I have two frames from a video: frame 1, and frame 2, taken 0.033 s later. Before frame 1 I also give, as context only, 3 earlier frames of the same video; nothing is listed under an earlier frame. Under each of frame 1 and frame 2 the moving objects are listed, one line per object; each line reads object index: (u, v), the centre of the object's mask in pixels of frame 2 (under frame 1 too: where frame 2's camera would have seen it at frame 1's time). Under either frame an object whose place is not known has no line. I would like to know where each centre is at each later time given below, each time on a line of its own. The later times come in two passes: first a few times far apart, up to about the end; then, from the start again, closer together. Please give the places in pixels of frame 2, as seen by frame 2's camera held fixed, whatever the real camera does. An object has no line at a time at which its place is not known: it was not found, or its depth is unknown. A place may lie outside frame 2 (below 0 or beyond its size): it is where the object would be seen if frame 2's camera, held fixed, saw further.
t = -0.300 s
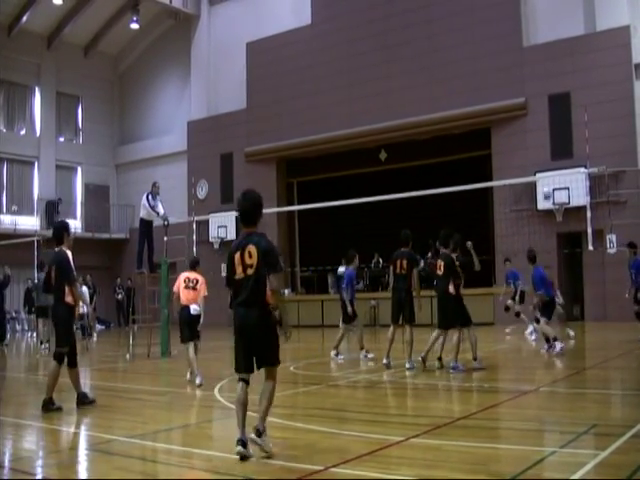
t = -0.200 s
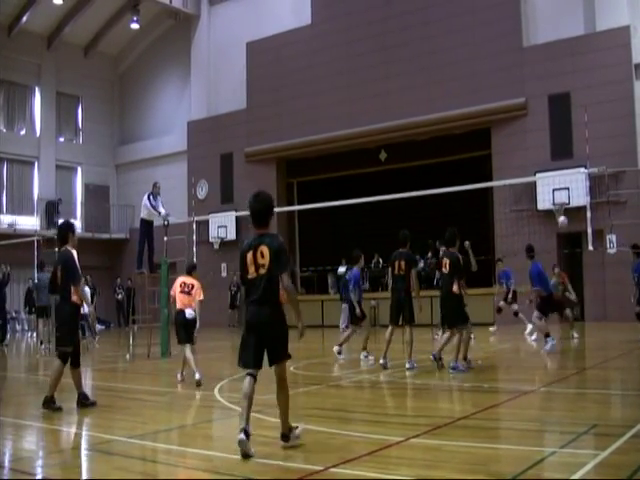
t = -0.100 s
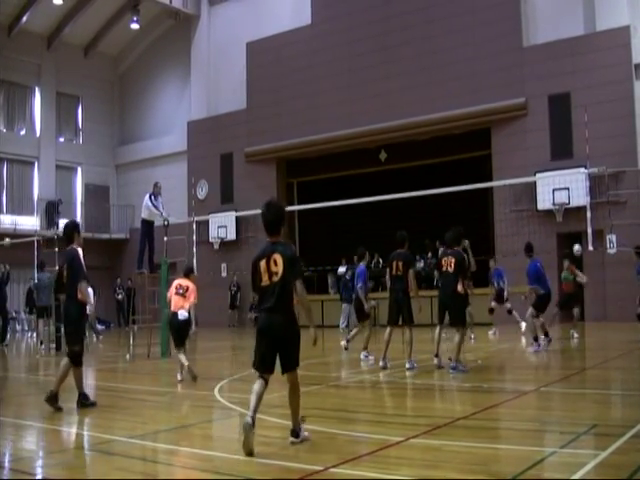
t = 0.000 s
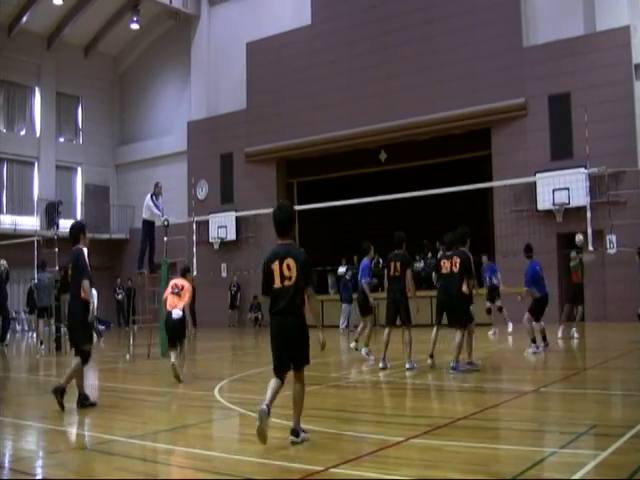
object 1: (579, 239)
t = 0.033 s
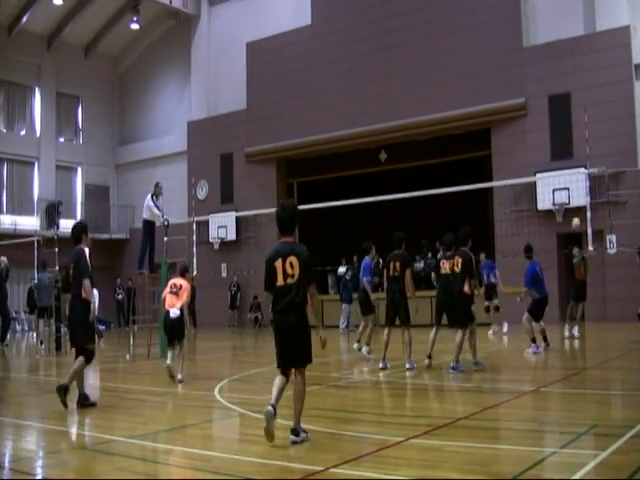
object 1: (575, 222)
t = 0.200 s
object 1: (559, 158)
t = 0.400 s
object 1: (539, 99)
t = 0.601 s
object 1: (519, 62)
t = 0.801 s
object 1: (501, 46)
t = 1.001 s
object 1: (483, 51)
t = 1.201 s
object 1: (467, 77)
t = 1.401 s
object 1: (452, 122)
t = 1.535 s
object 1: (443, 165)
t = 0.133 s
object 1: (566, 182)
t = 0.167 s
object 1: (562, 168)
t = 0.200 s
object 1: (559, 158)
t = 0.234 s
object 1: (555, 147)
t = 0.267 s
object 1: (552, 136)
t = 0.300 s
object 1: (548, 127)
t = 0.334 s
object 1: (545, 116)
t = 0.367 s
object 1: (542, 107)
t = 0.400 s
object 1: (539, 99)
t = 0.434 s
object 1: (536, 91)
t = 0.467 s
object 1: (532, 84)
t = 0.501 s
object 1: (529, 77)
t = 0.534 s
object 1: (526, 72)
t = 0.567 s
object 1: (523, 66)
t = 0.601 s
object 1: (519, 62)
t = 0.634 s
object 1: (516, 58)
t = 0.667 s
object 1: (513, 54)
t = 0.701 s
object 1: (510, 51)
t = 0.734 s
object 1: (507, 49)
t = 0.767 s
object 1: (504, 47)
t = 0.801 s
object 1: (501, 46)
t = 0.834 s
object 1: (498, 46)
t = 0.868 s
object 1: (495, 45)
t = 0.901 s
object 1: (492, 45)
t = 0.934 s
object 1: (489, 47)
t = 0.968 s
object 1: (486, 48)
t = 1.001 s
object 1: (483, 51)
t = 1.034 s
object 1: (481, 54)
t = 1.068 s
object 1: (478, 57)
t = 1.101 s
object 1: (475, 61)
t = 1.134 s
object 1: (473, 66)
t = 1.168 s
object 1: (470, 70)
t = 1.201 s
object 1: (467, 77)
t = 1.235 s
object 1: (465, 82)
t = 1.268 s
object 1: (462, 89)
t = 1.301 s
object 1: (460, 97)
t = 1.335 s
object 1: (457, 104)
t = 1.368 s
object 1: (455, 114)
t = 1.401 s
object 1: (452, 122)
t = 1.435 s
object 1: (449, 132)
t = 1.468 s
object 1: (447, 143)
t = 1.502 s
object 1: (445, 153)
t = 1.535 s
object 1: (443, 165)
